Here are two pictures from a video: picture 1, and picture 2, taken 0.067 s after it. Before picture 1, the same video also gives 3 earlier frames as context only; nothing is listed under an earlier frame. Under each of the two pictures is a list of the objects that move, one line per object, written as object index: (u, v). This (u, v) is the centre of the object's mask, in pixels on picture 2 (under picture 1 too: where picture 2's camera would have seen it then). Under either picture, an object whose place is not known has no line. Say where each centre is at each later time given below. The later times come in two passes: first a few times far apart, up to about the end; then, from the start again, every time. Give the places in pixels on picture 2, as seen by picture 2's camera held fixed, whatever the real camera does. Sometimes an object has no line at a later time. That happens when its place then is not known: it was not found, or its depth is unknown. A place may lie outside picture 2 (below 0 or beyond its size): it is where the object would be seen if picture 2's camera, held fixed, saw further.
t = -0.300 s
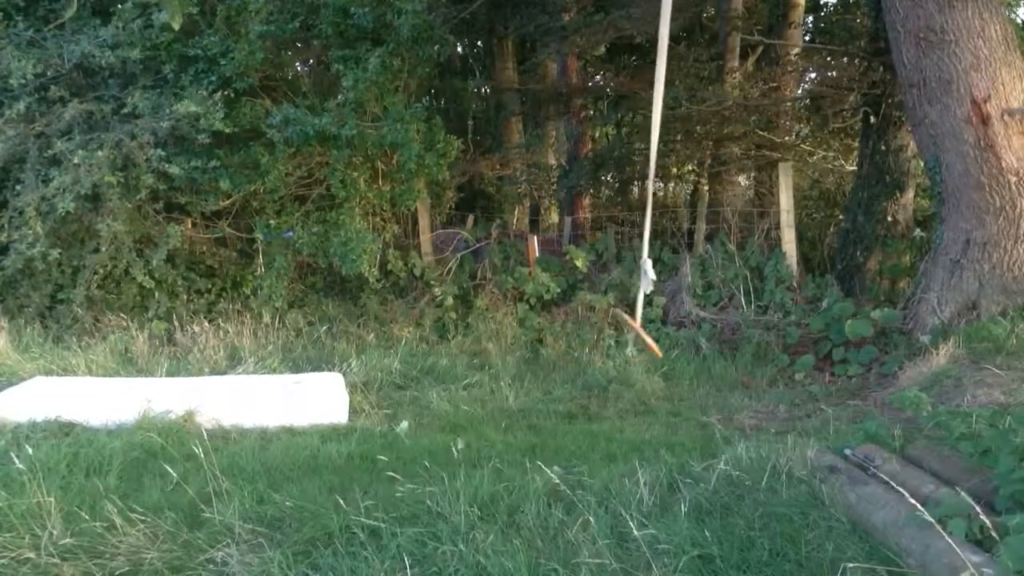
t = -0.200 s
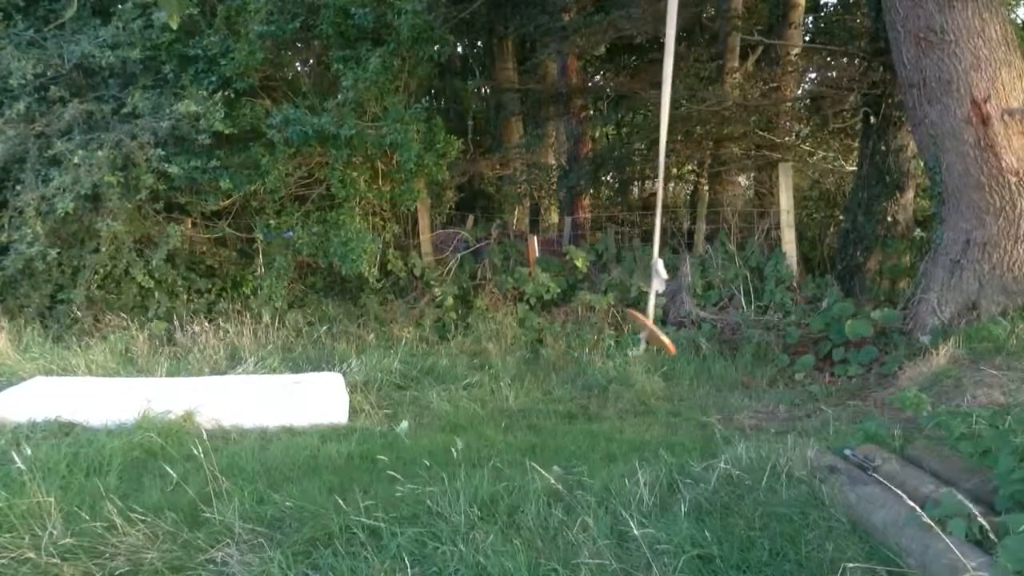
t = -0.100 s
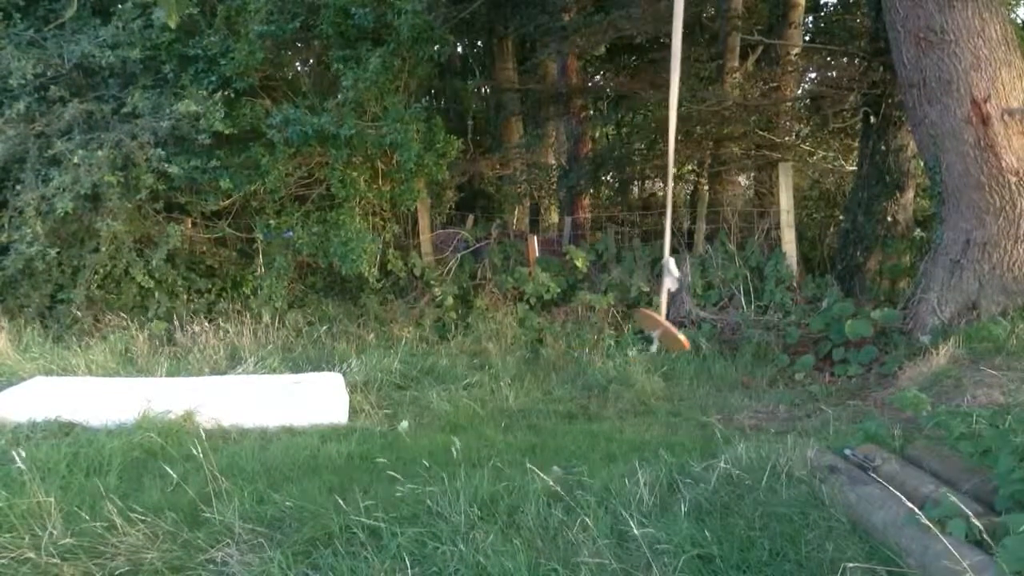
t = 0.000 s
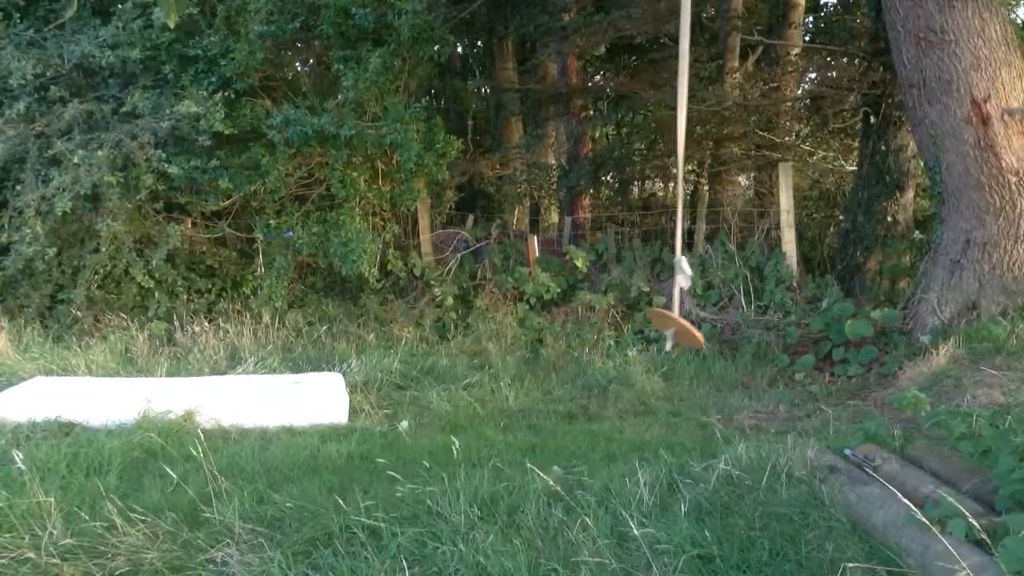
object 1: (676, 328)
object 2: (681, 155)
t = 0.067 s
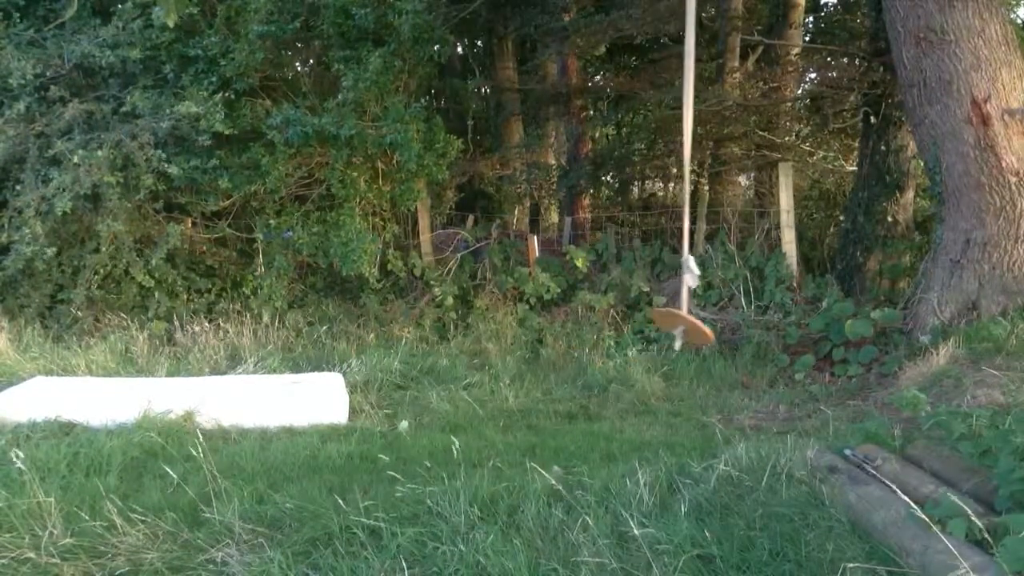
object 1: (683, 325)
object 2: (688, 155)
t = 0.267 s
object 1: (709, 321)
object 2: (706, 152)
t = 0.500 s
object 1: (737, 316)
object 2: (726, 147)
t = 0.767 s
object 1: (756, 312)
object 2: (742, 149)
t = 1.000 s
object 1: (766, 313)
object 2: (749, 146)
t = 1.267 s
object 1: (766, 317)
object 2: (749, 152)
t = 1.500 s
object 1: (755, 323)
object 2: (740, 155)
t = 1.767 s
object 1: (730, 331)
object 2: (722, 166)
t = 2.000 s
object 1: (702, 336)
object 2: (700, 171)
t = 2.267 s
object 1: (668, 339)
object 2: (674, 178)
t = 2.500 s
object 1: (641, 339)
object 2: (654, 177)
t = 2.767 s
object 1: (621, 337)
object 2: (637, 178)
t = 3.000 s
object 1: (615, 335)
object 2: (632, 174)
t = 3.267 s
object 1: (619, 335)
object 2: (637, 175)
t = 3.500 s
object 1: (637, 332)
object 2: (649, 173)
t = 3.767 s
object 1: (661, 329)
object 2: (668, 169)
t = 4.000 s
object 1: (685, 325)
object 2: (688, 165)
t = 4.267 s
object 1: (713, 320)
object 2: (708, 162)
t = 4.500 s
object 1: (732, 317)
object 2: (723, 156)
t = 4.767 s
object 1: (745, 318)
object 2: (734, 159)
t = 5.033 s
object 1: (751, 319)
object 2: (738, 163)
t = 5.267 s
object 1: (749, 322)
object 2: (735, 166)
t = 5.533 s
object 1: (737, 326)
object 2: (724, 168)
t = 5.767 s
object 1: (714, 335)
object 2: (708, 170)
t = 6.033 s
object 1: (687, 339)
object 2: (689, 173)
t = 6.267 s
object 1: (664, 340)
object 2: (672, 174)
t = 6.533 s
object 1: (644, 339)
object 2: (656, 171)
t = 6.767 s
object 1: (634, 338)
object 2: (649, 167)
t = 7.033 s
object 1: (633, 336)
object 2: (648, 165)
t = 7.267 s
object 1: (642, 333)
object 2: (656, 164)
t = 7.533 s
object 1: (659, 330)
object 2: (670, 158)
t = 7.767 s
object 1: (680, 326)
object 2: (685, 156)
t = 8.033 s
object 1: (704, 322)
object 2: (703, 152)
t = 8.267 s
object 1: (721, 318)
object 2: (717, 149)
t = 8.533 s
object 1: (731, 317)
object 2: (729, 147)
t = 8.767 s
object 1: (738, 320)
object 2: (733, 148)
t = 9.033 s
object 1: (743, 326)
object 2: (731, 145)
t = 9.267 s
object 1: (734, 331)
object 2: (724, 147)
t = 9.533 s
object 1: (716, 337)
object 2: (711, 157)
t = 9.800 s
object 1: (694, 341)
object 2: (694, 165)
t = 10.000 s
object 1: (677, 342)
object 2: (681, 174)
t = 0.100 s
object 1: (686, 325)
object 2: (691, 154)
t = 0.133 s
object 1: (692, 325)
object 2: (694, 153)
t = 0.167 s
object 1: (697, 324)
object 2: (697, 154)
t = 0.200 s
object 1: (700, 323)
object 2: (700, 153)
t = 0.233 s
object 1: (703, 322)
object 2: (703, 154)
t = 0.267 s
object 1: (709, 321)
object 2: (706, 152)
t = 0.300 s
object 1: (711, 320)
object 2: (709, 154)
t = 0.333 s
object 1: (717, 320)
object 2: (712, 154)
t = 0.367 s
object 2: (715, 150)
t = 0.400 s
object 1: (722, 318)
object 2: (718, 150)
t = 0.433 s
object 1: (725, 317)
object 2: (721, 149)
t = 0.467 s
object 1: (726, 317)
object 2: (724, 149)
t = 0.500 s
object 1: (737, 316)
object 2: (726, 147)
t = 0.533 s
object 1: (737, 315)
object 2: (729, 150)
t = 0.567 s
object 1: (741, 314)
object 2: (731, 150)
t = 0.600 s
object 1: (741, 314)
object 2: (733, 149)
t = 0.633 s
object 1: (744, 314)
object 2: (735, 150)
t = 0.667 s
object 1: (745, 313)
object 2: (737, 150)
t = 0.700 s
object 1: (750, 313)
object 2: (739, 149)
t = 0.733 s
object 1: (751, 313)
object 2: (741, 148)
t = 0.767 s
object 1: (756, 312)
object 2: (742, 149)
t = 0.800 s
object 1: (759, 312)
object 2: (744, 148)
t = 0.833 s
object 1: (761, 312)
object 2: (745, 148)
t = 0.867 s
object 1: (762, 312)
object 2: (746, 149)
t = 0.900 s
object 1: (763, 312)
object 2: (747, 146)
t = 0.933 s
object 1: (765, 312)
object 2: (748, 146)
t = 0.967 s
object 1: (766, 312)
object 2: (749, 147)
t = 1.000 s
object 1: (766, 313)
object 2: (749, 146)
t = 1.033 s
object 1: (767, 313)
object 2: (750, 146)
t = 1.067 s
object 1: (768, 313)
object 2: (750, 147)
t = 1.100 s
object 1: (768, 314)
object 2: (750, 147)
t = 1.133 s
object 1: (768, 314)
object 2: (750, 148)
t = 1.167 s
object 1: (768, 315)
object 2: (750, 149)
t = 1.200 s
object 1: (767, 315)
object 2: (750, 149)
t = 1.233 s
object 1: (767, 316)
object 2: (749, 150)
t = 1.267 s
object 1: (766, 317)
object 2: (749, 152)
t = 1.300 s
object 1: (765, 318)
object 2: (748, 151)
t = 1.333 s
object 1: (763, 319)
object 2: (747, 152)
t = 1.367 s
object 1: (762, 320)
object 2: (746, 153)
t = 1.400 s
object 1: (760, 321)
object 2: (744, 153)
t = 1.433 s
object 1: (758, 322)
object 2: (743, 154)
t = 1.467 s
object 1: (756, 322)
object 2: (741, 152)
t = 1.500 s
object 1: (755, 323)
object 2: (740, 155)
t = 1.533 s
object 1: (752, 324)
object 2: (738, 161)
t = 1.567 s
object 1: (749, 326)
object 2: (736, 163)
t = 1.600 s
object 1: (746, 327)
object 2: (734, 164)
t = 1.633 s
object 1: (743, 328)
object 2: (732, 163)
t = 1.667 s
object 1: (740, 329)
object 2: (730, 167)
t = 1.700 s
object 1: (737, 330)
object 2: (727, 168)
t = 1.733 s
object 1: (733, 331)
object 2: (725, 170)
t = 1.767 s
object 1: (730, 331)
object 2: (722, 166)
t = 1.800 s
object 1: (726, 332)
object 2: (719, 167)
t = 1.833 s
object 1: (722, 333)
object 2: (716, 167)
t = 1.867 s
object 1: (719, 334)
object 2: (713, 167)
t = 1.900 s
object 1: (714, 335)
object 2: (710, 169)
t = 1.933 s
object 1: (710, 335)
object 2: (707, 171)
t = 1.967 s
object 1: (706, 336)
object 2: (704, 171)
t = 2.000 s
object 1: (702, 336)
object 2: (700, 171)
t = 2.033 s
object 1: (698, 337)
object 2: (697, 174)
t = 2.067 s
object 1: (694, 337)
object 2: (694, 173)
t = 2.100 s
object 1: (689, 338)
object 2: (690, 174)
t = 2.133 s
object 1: (685, 339)
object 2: (687, 176)
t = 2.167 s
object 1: (681, 339)
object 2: (684, 174)
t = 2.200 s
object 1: (676, 339)
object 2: (680, 176)
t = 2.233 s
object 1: (672, 339)
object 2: (677, 178)
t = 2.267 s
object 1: (668, 339)
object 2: (674, 178)
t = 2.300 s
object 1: (664, 339)
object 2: (671, 177)
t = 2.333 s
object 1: (661, 339)
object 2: (668, 177)
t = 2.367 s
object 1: (656, 340)
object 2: (665, 178)
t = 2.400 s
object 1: (653, 339)
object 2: (662, 179)
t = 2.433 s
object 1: (649, 339)
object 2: (659, 177)
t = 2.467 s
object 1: (645, 339)
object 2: (656, 177)
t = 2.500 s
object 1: (641, 339)
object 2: (654, 177)
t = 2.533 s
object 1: (638, 339)
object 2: (651, 178)
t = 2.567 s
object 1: (636, 339)
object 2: (649, 176)
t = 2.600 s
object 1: (633, 338)
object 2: (646, 178)
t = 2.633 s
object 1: (630, 338)
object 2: (644, 178)
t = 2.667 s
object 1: (628, 337)
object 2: (642, 176)
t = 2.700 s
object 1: (624, 338)
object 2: (641, 177)
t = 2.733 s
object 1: (623, 337)
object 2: (639, 177)
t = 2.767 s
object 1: (621, 337)
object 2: (637, 178)
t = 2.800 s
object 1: (619, 337)
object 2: (636, 176)
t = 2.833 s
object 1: (618, 337)
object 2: (635, 176)
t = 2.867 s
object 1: (617, 336)
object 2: (634, 175)
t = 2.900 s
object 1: (616, 336)
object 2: (634, 174)
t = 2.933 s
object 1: (615, 336)
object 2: (633, 174)
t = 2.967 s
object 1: (615, 336)
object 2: (633, 174)
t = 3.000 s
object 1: (615, 335)
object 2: (632, 174)
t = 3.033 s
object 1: (614, 335)
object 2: (632, 174)
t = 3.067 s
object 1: (614, 335)
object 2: (632, 174)
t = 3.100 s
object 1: (615, 335)
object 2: (633, 174)
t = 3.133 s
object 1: (615, 335)
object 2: (633, 174)
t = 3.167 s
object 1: (615, 335)
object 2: (634, 174)
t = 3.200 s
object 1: (616, 335)
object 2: (635, 173)
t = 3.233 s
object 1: (618, 335)
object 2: (636, 175)
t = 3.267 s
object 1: (619, 335)
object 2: (637, 175)
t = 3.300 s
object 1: (620, 335)
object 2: (638, 175)
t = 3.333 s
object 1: (622, 334)
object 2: (639, 186)
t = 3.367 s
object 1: (622, 336)
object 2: (641, 174)
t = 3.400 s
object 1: (632, 330)
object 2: (643, 174)
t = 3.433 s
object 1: (634, 330)
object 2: (645, 176)
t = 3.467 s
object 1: (636, 331)
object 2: (646, 186)
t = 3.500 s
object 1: (637, 332)
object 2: (649, 173)
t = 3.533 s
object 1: (641, 330)
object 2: (651, 173)
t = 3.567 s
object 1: (645, 330)
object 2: (653, 173)
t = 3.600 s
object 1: (649, 329)
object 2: (655, 172)
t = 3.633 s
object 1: (652, 329)
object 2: (657, 183)
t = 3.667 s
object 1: (656, 327)
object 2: (660, 171)
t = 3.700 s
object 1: (660, 327)
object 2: (663, 170)
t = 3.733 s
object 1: (662, 328)
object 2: (665, 173)
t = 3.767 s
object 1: (661, 329)
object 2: (668, 169)
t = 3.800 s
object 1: (664, 329)
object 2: (671, 168)
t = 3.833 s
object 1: (668, 328)
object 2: (674, 168)
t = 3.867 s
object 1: (672, 328)
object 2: (676, 166)
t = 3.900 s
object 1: (676, 326)
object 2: (679, 165)
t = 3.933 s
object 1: (678, 326)
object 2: (682, 162)
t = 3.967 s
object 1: (682, 325)
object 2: (685, 167)
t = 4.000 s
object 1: (685, 325)
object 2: (688, 165)
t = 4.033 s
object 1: (691, 323)
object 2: (690, 164)
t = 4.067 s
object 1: (694, 323)
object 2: (693, 165)
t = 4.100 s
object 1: (696, 323)
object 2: (696, 162)
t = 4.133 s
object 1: (698, 323)
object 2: (698, 164)
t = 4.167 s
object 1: (701, 323)
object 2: (701, 162)
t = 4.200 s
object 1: (708, 320)
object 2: (703, 162)
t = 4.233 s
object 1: (710, 320)
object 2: (706, 161)
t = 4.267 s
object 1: (713, 320)
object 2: (708, 162)
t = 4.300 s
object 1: (716, 319)
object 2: (710, 159)
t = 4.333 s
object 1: (719, 318)
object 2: (713, 159)
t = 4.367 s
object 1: (722, 318)
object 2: (715, 157)
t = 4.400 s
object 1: (725, 317)
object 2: (717, 158)
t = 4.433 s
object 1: (726, 318)
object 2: (719, 159)
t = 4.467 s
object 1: (730, 317)
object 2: (721, 158)
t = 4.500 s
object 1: (732, 317)
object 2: (723, 156)
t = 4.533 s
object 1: (735, 315)
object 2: (725, 158)
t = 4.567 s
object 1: (736, 316)
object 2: (726, 158)
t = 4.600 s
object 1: (738, 317)
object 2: (728, 157)
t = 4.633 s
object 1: (739, 316)
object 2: (729, 156)
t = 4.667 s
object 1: (742, 316)
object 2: (730, 156)
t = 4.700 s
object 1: (743, 317)
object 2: (732, 156)
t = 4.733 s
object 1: (744, 317)
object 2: (733, 157)
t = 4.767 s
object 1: (745, 318)
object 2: (734, 159)
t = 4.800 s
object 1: (747, 316)
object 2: (735, 159)
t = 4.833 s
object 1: (748, 317)
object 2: (736, 160)
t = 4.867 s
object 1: (749, 317)
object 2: (736, 163)
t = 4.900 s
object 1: (750, 318)
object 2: (737, 163)
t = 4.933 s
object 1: (749, 319)
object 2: (737, 163)
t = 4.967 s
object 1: (750, 318)
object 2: (738, 163)
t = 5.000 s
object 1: (751, 319)
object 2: (738, 163)
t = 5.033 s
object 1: (751, 319)
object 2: (738, 163)
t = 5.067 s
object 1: (751, 319)
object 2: (738, 163)
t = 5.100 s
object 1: (751, 319)
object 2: (738, 163)
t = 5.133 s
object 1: (751, 320)
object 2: (737, 165)
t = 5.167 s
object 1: (751, 320)
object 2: (737, 165)
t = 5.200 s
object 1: (750, 321)
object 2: (736, 165)
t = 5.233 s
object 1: (749, 321)
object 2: (736, 167)
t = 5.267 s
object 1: (749, 322)
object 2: (735, 166)
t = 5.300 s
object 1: (747, 322)
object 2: (733, 164)
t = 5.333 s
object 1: (747, 323)
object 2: (732, 163)
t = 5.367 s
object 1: (745, 323)
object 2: (731, 162)
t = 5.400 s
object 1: (744, 323)
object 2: (730, 168)
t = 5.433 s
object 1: (744, 323)
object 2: (729, 168)
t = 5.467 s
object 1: (740, 325)
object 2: (727, 168)
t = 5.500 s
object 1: (740, 324)
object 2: (725, 168)
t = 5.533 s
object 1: (737, 326)
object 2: (724, 168)
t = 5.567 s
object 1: (735, 326)
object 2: (722, 166)
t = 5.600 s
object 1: (731, 329)
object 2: (720, 167)
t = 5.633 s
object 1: (726, 331)
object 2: (718, 170)
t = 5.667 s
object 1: (722, 334)
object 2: (715, 168)
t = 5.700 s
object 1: (720, 334)
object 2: (713, 167)
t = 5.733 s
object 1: (716, 334)
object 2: (711, 169)
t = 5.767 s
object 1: (714, 335)
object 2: (708, 170)
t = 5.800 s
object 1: (711, 335)
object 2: (706, 170)
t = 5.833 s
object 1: (708, 336)
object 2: (703, 168)
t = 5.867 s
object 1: (704, 337)
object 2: (701, 169)
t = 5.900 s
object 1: (700, 337)
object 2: (699, 173)
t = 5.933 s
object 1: (697, 338)
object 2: (696, 175)
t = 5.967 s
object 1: (694, 339)
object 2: (694, 174)
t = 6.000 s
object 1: (691, 338)
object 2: (691, 174)
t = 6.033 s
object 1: (687, 339)
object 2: (689, 173)
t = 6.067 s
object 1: (684, 339)
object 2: (686, 177)
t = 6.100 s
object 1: (680, 339)
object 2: (684, 175)
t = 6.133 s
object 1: (677, 340)
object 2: (681, 174)
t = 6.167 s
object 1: (674, 340)
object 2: (679, 175)
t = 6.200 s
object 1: (670, 340)
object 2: (676, 176)
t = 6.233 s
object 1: (668, 340)
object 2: (674, 175)
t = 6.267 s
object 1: (664, 340)
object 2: (672, 174)
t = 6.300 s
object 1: (661, 340)
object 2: (669, 175)
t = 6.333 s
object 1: (658, 340)
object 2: (667, 173)
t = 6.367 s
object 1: (655, 340)
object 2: (665, 174)
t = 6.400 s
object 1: (653, 339)
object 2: (663, 174)
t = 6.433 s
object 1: (650, 340)
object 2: (661, 173)
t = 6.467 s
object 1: (648, 339)
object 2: (659, 173)
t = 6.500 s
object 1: (646, 339)
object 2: (657, 173)
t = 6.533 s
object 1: (644, 339)
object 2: (656, 171)
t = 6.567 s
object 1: (642, 339)
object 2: (654, 172)
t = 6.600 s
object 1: (640, 339)
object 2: (653, 171)
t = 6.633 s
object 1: (639, 339)
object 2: (652, 170)
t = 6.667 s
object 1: (637, 338)
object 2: (651, 170)
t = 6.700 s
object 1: (636, 338)
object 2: (650, 168)
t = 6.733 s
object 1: (635, 338)
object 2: (650, 169)
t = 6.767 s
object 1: (634, 338)
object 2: (649, 167)
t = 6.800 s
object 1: (633, 338)
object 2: (648, 168)
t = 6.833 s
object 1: (633, 337)
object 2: (648, 167)
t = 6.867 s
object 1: (632, 337)
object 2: (648, 167)
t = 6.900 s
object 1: (632, 337)
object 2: (648, 167)
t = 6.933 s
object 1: (632, 336)
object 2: (648, 166)
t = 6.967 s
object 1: (632, 336)
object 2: (648, 165)
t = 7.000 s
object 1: (632, 336)
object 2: (648, 166)
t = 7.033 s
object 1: (633, 336)
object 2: (648, 165)
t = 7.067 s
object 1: (633, 336)
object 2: (649, 164)
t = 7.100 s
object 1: (633, 336)
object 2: (650, 164)
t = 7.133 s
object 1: (634, 335)
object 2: (651, 165)
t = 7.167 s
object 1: (636, 335)
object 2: (652, 165)
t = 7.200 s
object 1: (638, 334)
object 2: (653, 163)
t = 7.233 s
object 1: (640, 334)
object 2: (654, 162)
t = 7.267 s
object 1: (642, 333)
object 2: (656, 164)
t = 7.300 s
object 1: (644, 333)
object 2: (657, 163)
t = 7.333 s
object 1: (645, 332)
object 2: (659, 161)
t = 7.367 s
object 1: (647, 332)
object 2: (661, 159)
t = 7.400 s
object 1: (650, 332)
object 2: (662, 159)
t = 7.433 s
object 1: (652, 331)
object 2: (664, 161)
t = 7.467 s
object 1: (655, 331)
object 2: (666, 159)
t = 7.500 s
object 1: (657, 330)
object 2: (668, 157)
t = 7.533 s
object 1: (659, 330)
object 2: (670, 158)
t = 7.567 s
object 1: (663, 329)
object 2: (672, 160)
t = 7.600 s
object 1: (666, 328)
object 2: (674, 157)
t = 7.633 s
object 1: (669, 328)
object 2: (676, 158)
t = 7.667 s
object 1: (671, 327)
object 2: (679, 157)
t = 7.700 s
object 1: (674, 326)
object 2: (681, 157)
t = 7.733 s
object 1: (677, 326)
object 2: (683, 157)
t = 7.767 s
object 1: (680, 326)
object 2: (685, 156)
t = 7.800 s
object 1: (683, 325)
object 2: (687, 156)
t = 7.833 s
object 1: (686, 324)
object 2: (690, 154)
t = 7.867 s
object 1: (689, 324)
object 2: (692, 153)
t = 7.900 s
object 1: (692, 323)
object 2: (694, 152)
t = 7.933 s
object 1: (694, 323)
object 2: (697, 154)
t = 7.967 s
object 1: (698, 322)
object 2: (699, 155)
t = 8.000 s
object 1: (701, 322)
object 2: (701, 152)
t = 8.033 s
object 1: (704, 322)
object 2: (703, 152)
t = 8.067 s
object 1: (708, 321)
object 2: (706, 149)
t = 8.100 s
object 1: (710, 321)
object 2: (708, 150)
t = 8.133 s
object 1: (711, 320)
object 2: (710, 150)
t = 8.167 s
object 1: (716, 320)
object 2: (712, 149)
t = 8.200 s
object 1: (718, 319)
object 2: (714, 149)
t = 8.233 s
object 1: (719, 318)
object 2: (716, 147)
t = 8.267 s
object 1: (721, 318)
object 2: (717, 149)
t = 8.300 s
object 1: (723, 318)
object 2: (719, 149)
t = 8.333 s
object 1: (728, 318)
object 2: (721, 146)
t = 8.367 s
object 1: (729, 317)
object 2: (722, 147)
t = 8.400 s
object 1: (729, 317)
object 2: (724, 147)
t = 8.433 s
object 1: (729, 317)
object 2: (725, 144)
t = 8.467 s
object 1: (730, 317)
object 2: (726, 145)
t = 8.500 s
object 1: (731, 317)
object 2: (728, 147)
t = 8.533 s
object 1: (731, 317)
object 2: (729, 147)
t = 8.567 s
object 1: (737, 318)
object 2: (730, 148)
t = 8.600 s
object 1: (738, 319)
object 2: (731, 147)
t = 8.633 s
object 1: (737, 318)
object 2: (731, 146)
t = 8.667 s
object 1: (737, 319)
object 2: (732, 148)
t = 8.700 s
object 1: (737, 319)
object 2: (732, 149)
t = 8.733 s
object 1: (737, 320)
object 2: (733, 149)
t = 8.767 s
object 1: (738, 320)
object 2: (733, 148)
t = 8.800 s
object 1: (737, 321)
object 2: (733, 150)
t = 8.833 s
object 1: (738, 321)
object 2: (733, 150)
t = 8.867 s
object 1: (738, 321)
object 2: (733, 150)
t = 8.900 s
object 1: (745, 323)
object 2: (732, 149)
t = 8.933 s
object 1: (745, 324)
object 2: (732, 148)
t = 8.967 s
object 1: (745, 325)
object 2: (732, 148)
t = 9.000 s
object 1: (744, 326)
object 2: (731, 148)
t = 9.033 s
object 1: (743, 326)
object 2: (731, 145)
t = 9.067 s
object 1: (742, 327)
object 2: (730, 147)
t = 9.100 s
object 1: (741, 328)
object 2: (729, 148)
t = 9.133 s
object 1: (740, 328)
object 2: (728, 145)
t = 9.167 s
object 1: (739, 329)
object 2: (728, 146)
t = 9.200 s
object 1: (737, 330)
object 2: (726, 146)
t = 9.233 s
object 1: (736, 331)
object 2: (725, 148)
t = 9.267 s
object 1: (734, 331)
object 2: (724, 147)
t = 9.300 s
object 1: (732, 332)
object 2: (722, 147)
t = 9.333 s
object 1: (730, 333)
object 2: (721, 148)
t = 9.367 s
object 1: (728, 334)
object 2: (719, 148)
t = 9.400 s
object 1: (726, 334)
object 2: (717, 150)
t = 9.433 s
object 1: (724, 335)
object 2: (716, 151)
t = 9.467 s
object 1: (721, 336)
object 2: (714, 151)
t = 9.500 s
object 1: (718, 336)
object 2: (712, 154)
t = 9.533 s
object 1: (716, 337)
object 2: (711, 157)
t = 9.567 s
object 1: (713, 338)
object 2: (709, 158)
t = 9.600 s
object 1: (711, 338)
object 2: (707, 160)
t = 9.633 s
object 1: (708, 339)
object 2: (705, 160)
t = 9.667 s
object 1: (705, 339)
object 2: (702, 162)
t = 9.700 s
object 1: (702, 340)
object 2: (700, 162)
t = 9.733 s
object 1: (700, 340)
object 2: (698, 165)
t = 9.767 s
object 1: (697, 340)
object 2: (696, 165)
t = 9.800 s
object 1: (694, 341)
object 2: (694, 165)
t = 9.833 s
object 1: (691, 341)
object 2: (691, 166)
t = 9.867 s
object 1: (688, 341)
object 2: (689, 165)
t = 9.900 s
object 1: (686, 341)
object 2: (687, 167)
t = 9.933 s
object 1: (683, 342)
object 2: (685, 172)
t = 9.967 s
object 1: (680, 342)
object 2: (683, 172)
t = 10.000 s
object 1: (677, 342)
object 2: (681, 174)
